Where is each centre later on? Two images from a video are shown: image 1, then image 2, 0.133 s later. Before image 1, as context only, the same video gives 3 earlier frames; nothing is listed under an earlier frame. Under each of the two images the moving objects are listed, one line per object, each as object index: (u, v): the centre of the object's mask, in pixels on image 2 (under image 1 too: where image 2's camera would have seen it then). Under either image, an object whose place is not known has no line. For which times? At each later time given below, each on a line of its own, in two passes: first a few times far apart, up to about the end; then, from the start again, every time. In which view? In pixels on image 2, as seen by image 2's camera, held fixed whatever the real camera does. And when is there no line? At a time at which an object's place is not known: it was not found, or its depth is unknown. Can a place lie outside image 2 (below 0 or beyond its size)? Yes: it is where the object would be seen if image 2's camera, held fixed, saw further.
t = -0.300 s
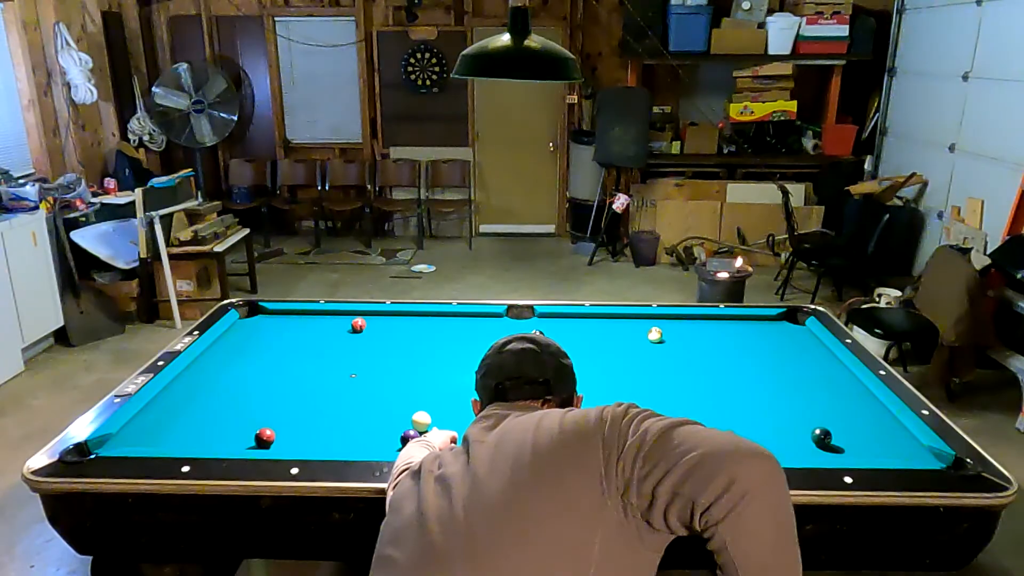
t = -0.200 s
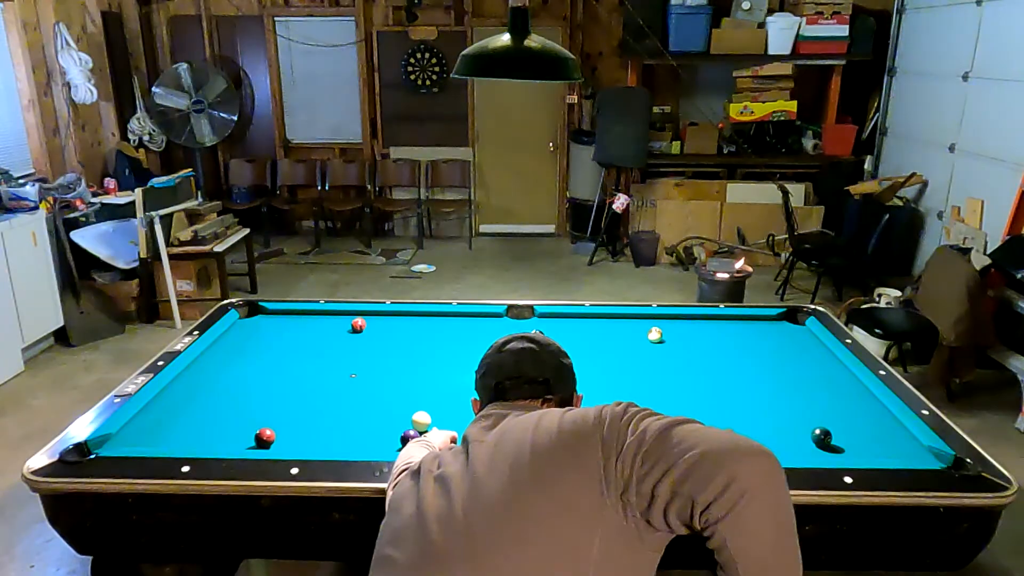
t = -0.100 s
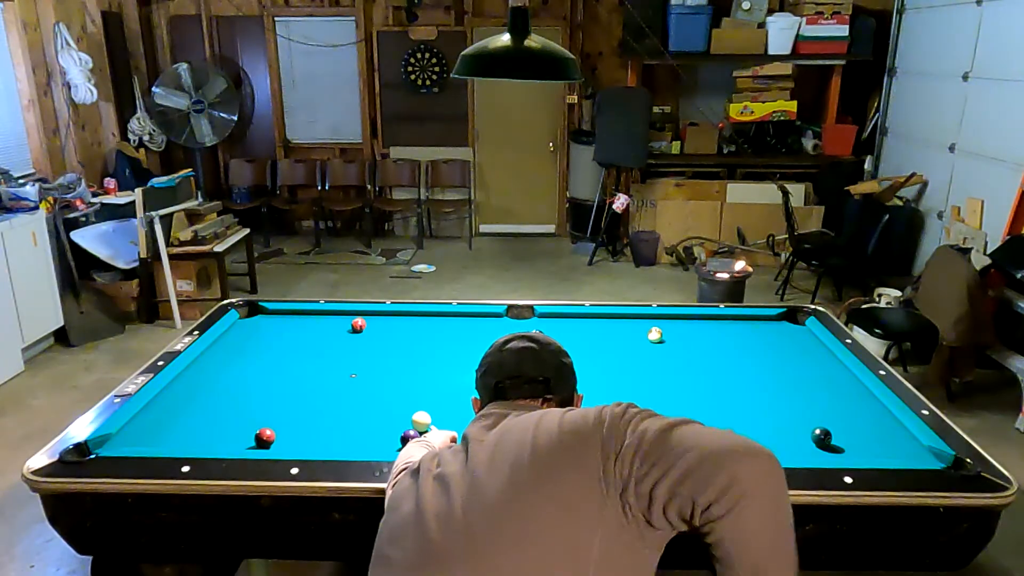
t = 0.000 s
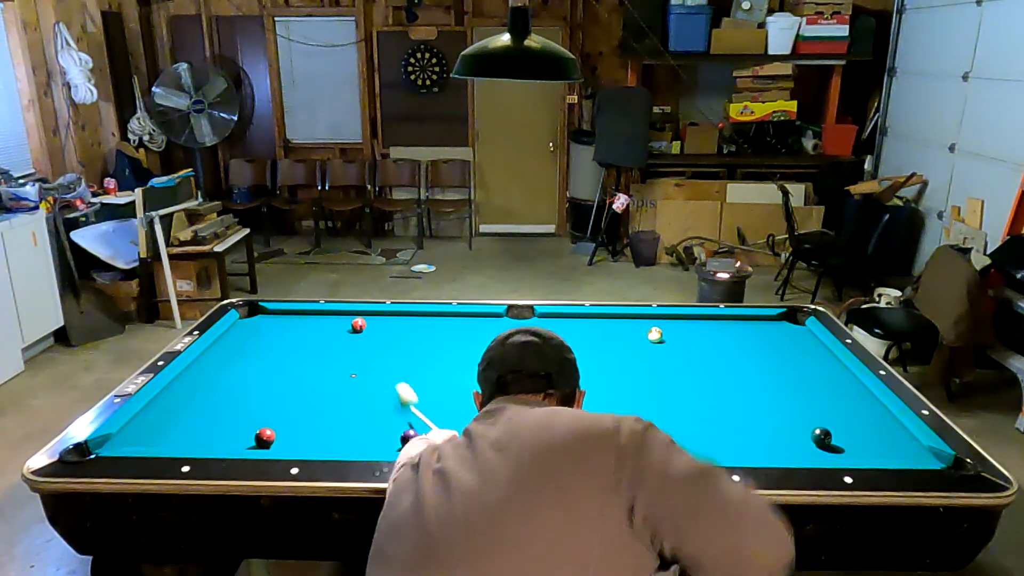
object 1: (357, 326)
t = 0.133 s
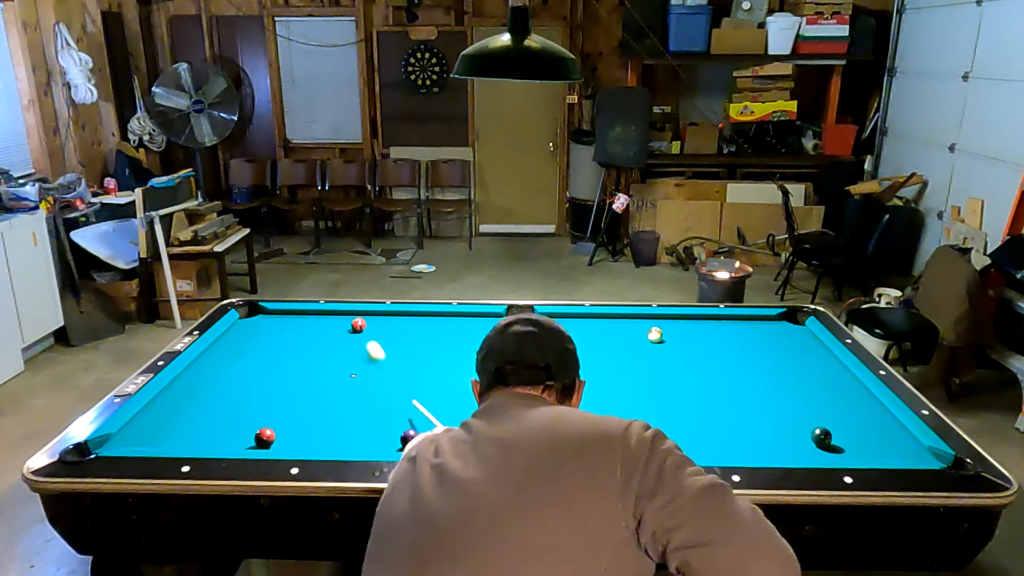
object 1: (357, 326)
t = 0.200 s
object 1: (356, 324)
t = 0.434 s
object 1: (311, 329)
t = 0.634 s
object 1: (247, 343)
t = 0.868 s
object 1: (222, 360)
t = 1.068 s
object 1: (241, 372)
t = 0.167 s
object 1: (357, 326)
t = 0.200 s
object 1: (356, 324)
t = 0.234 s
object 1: (356, 317)
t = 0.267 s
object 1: (354, 314)
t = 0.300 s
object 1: (348, 316)
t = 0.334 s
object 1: (341, 320)
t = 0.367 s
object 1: (333, 325)
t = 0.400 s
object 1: (322, 327)
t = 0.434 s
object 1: (311, 329)
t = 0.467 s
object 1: (301, 331)
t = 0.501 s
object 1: (290, 334)
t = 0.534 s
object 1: (279, 336)
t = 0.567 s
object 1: (268, 338)
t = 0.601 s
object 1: (258, 340)
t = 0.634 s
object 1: (247, 343)
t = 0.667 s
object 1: (236, 346)
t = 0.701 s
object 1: (224, 348)
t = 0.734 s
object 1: (213, 351)
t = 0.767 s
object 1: (210, 353)
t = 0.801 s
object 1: (215, 355)
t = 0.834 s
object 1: (218, 357)
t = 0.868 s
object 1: (222, 360)
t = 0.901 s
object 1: (225, 362)
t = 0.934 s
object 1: (229, 363)
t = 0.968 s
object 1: (232, 366)
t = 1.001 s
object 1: (235, 368)
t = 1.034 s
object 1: (238, 370)
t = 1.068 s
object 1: (241, 372)
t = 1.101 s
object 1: (245, 375)
